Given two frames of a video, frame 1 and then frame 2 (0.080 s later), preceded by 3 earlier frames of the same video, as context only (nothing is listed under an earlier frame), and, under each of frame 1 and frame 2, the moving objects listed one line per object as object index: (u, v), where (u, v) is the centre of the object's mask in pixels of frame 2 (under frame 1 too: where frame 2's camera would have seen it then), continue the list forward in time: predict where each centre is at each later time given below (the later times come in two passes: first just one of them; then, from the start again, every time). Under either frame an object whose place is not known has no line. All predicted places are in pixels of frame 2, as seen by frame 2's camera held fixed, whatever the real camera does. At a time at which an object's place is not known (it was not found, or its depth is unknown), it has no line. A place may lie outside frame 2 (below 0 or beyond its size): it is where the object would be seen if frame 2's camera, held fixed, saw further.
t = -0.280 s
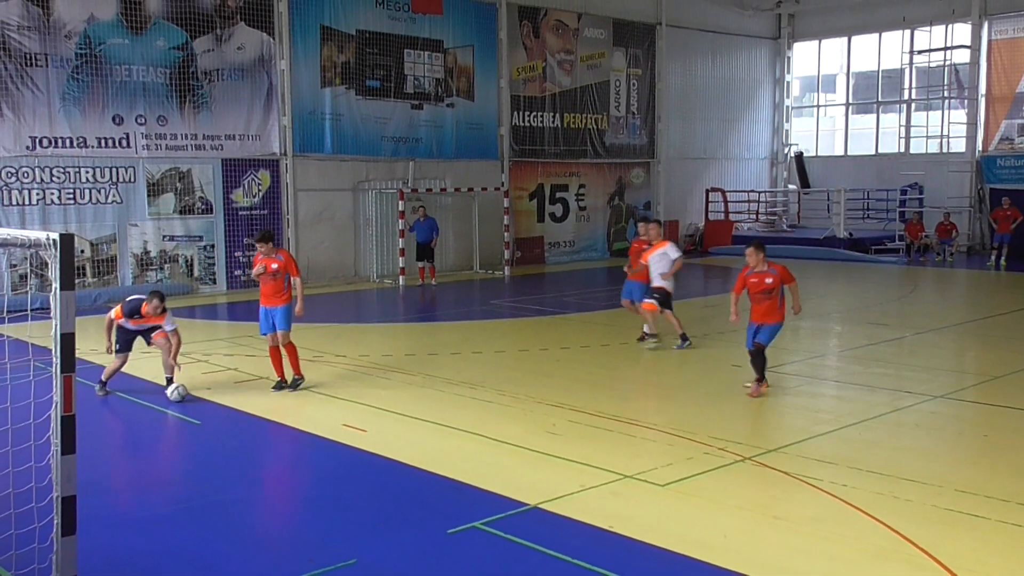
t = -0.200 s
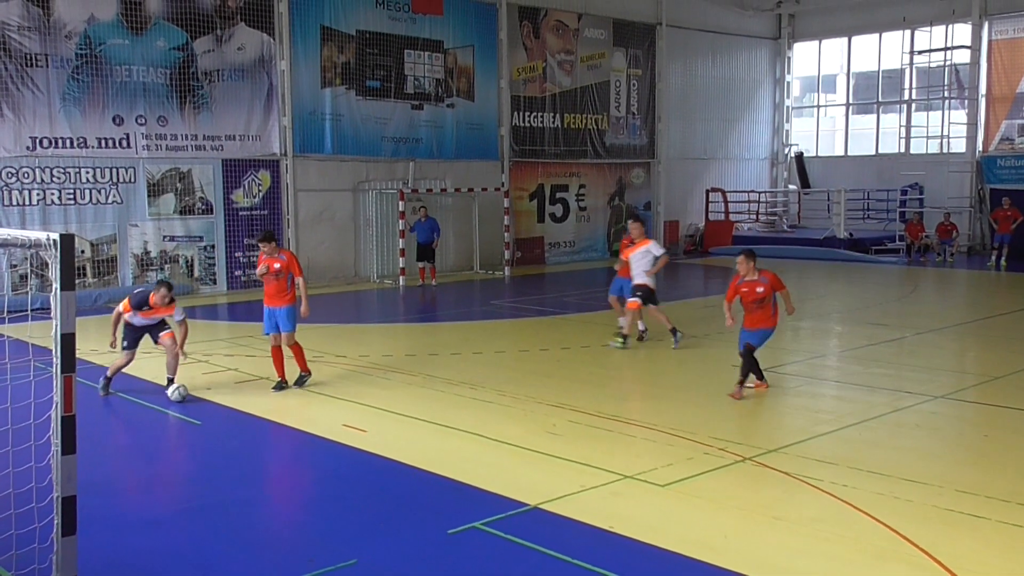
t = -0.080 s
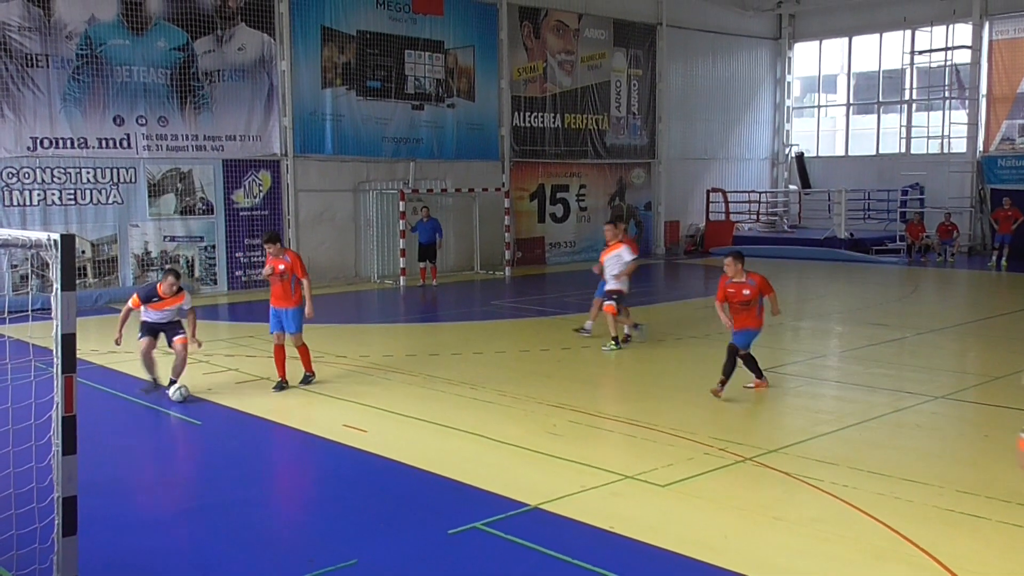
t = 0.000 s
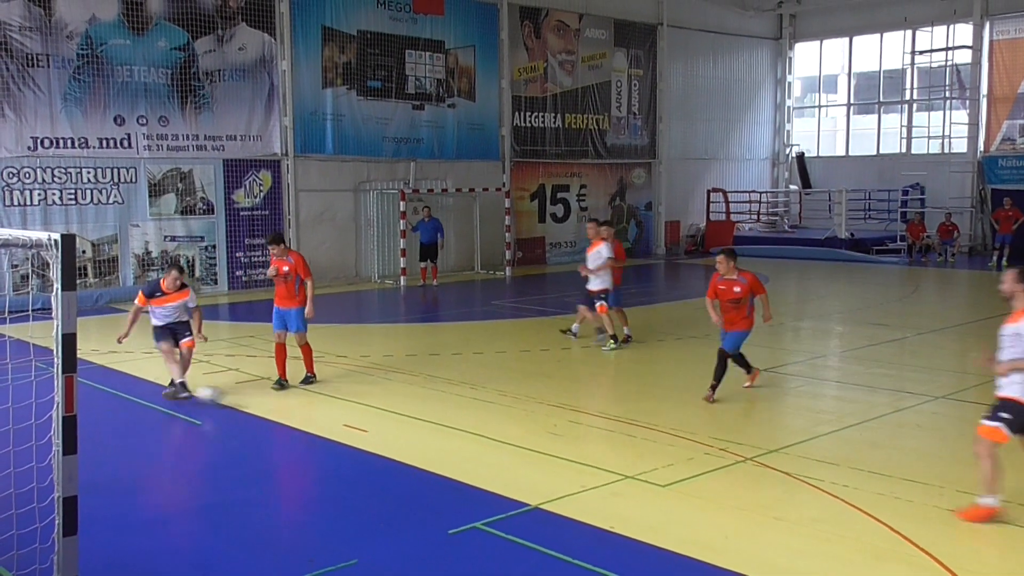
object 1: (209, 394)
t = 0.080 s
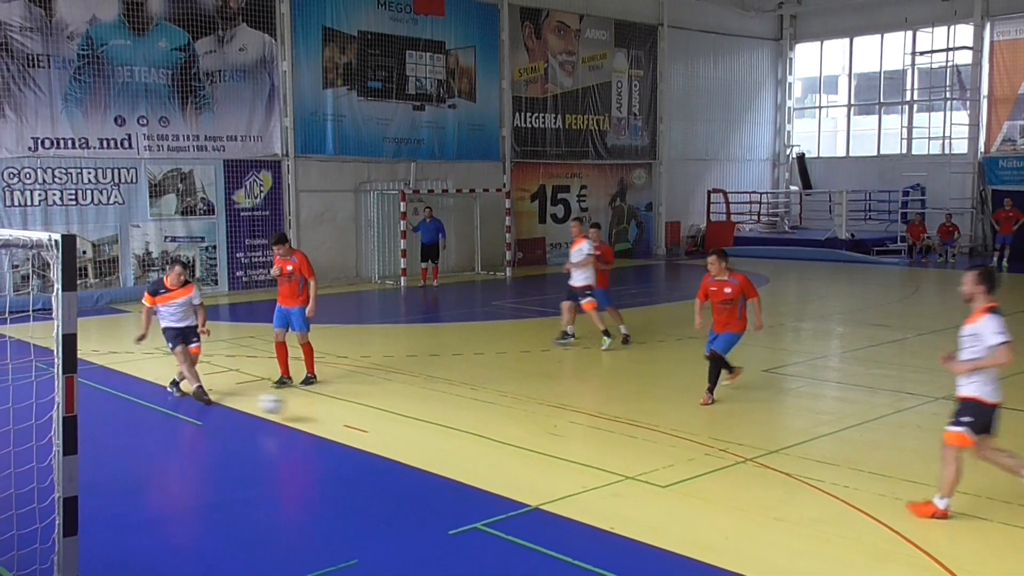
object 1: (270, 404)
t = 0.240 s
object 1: (417, 440)
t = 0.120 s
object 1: (304, 411)
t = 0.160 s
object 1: (342, 418)
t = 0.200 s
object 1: (380, 430)
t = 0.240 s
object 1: (417, 440)
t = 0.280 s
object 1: (453, 446)
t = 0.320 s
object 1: (490, 452)
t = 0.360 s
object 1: (529, 461)
